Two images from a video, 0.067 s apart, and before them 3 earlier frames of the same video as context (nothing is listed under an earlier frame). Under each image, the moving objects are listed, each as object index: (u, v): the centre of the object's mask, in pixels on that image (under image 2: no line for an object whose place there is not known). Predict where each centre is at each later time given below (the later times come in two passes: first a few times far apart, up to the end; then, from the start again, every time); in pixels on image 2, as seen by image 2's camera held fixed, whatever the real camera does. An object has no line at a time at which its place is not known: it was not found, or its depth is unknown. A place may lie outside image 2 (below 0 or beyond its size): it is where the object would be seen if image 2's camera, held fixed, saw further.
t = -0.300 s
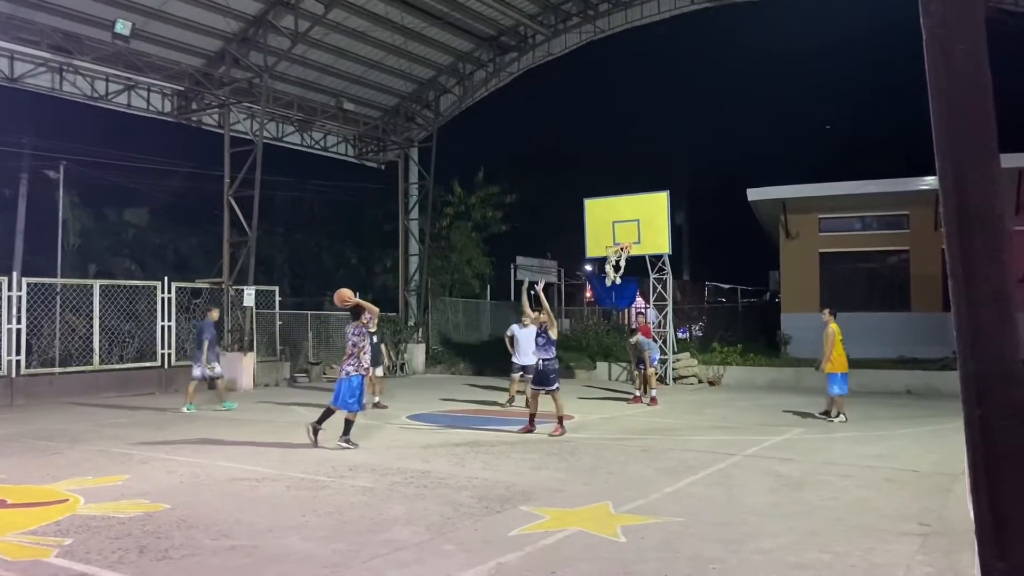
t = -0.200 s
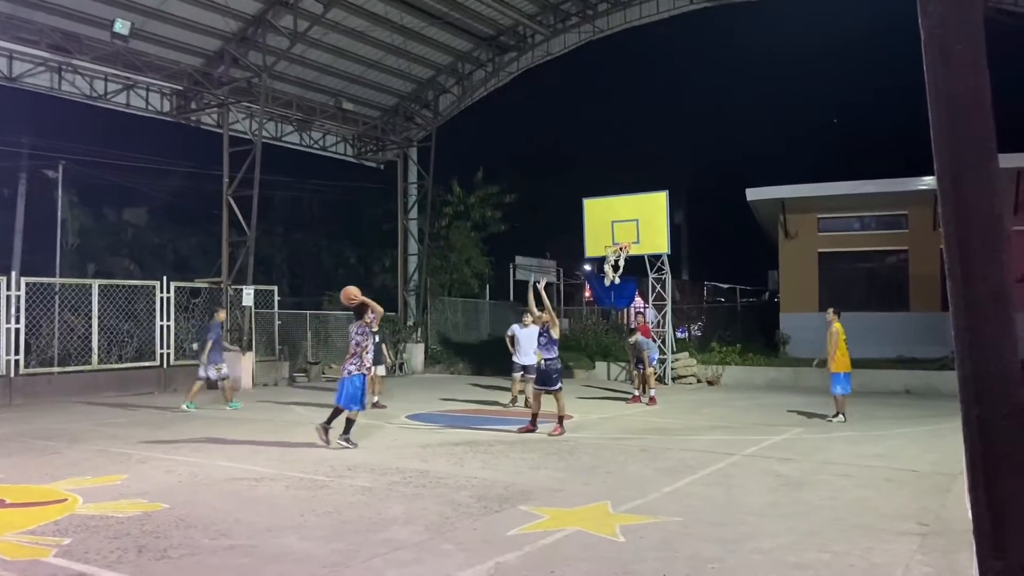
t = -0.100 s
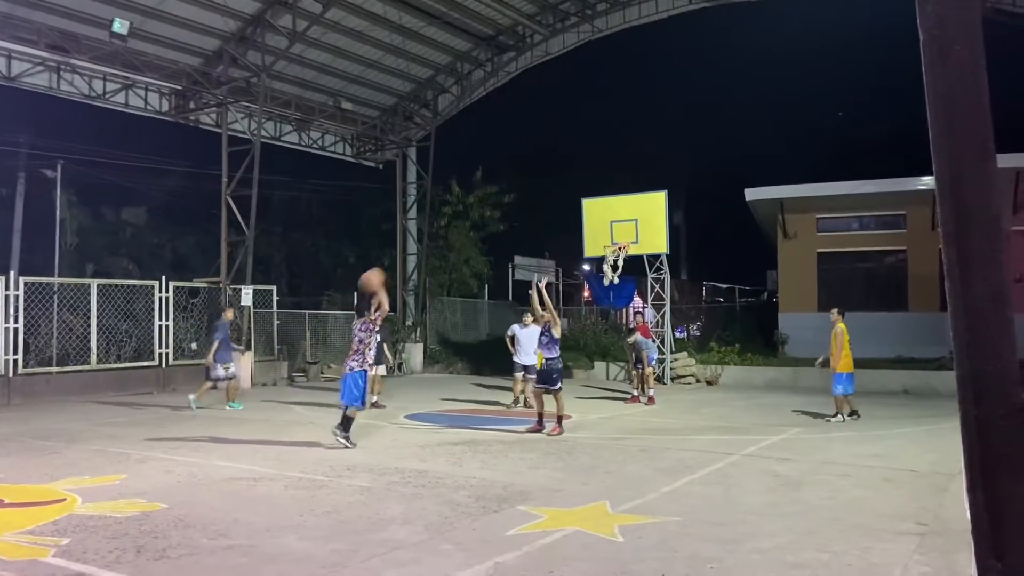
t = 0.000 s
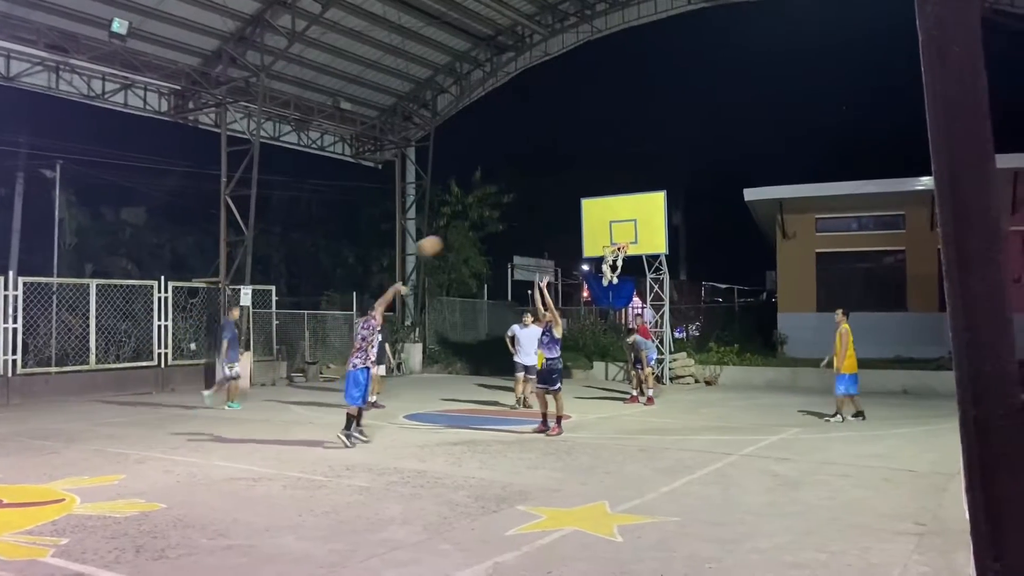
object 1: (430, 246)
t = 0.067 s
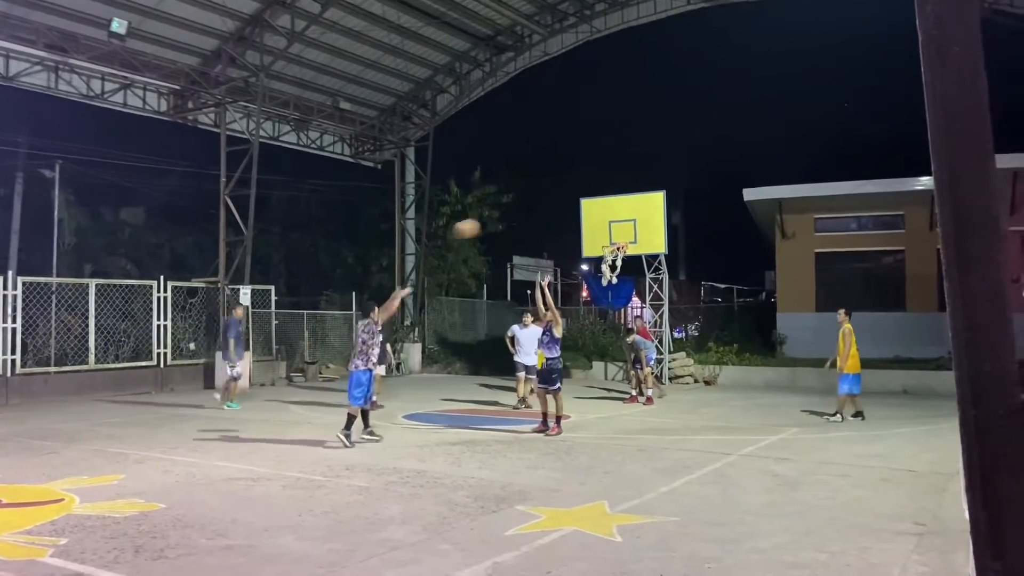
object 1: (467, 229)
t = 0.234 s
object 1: (558, 203)
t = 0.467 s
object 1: (677, 203)
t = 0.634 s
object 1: (753, 227)
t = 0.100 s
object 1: (486, 222)
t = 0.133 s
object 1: (504, 215)
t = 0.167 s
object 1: (522, 211)
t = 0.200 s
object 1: (540, 206)
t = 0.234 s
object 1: (558, 203)
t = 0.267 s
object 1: (574, 200)
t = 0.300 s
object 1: (594, 197)
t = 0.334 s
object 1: (610, 196)
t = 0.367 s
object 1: (627, 196)
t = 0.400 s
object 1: (643, 198)
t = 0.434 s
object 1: (663, 200)
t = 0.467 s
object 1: (677, 203)
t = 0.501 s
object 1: (692, 207)
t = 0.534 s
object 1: (707, 211)
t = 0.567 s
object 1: (723, 215)
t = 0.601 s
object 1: (738, 221)
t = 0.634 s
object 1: (753, 227)
